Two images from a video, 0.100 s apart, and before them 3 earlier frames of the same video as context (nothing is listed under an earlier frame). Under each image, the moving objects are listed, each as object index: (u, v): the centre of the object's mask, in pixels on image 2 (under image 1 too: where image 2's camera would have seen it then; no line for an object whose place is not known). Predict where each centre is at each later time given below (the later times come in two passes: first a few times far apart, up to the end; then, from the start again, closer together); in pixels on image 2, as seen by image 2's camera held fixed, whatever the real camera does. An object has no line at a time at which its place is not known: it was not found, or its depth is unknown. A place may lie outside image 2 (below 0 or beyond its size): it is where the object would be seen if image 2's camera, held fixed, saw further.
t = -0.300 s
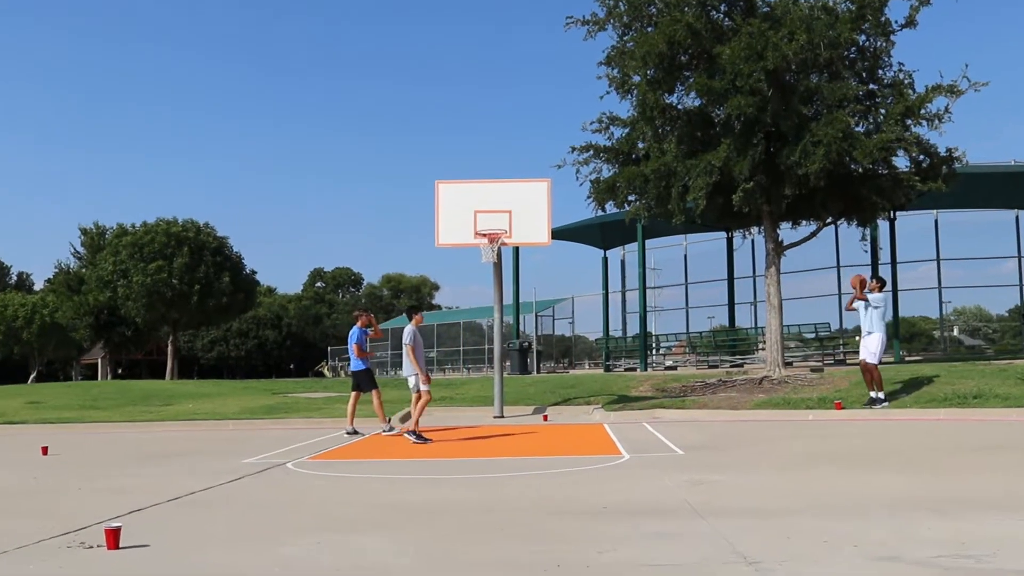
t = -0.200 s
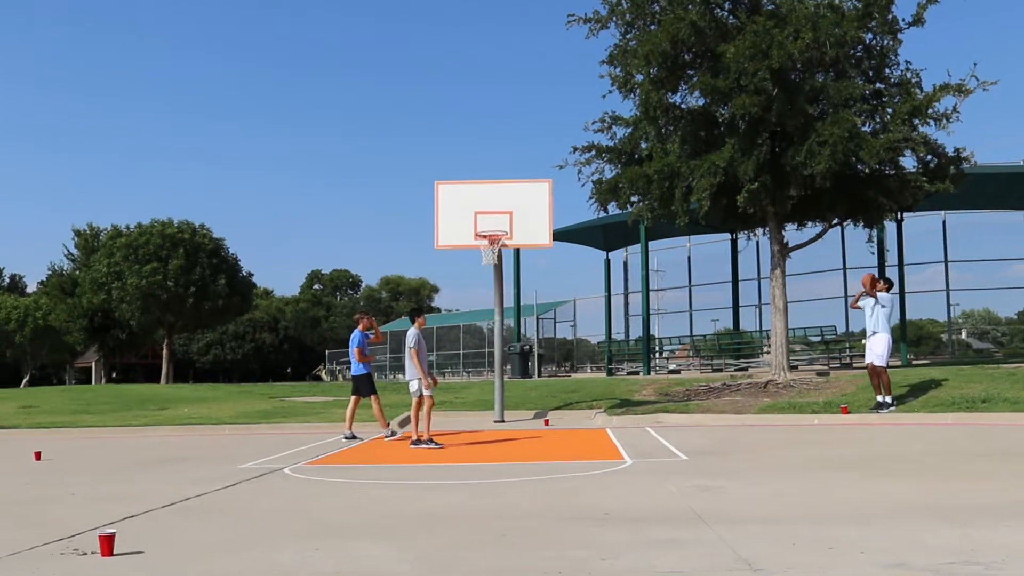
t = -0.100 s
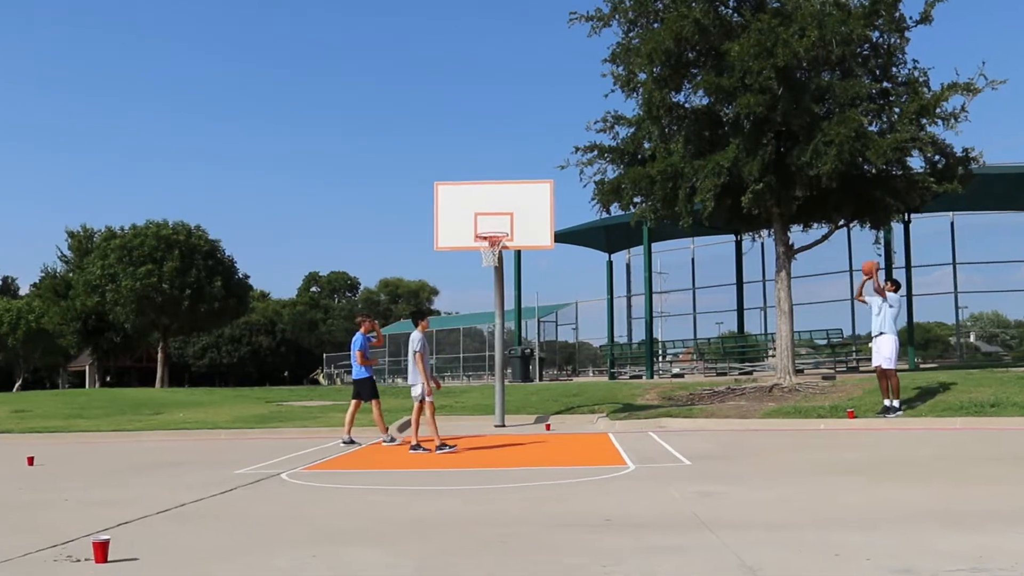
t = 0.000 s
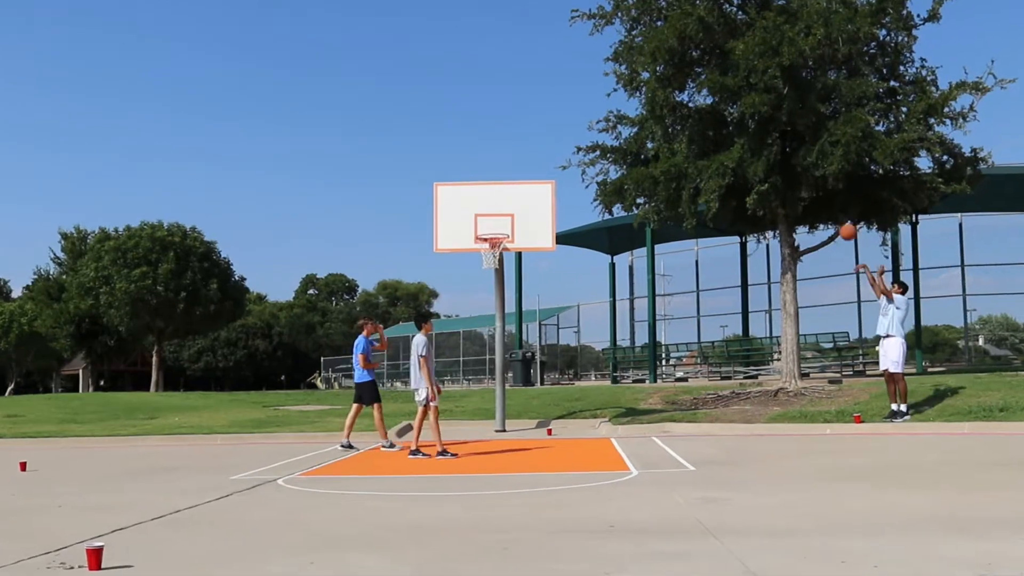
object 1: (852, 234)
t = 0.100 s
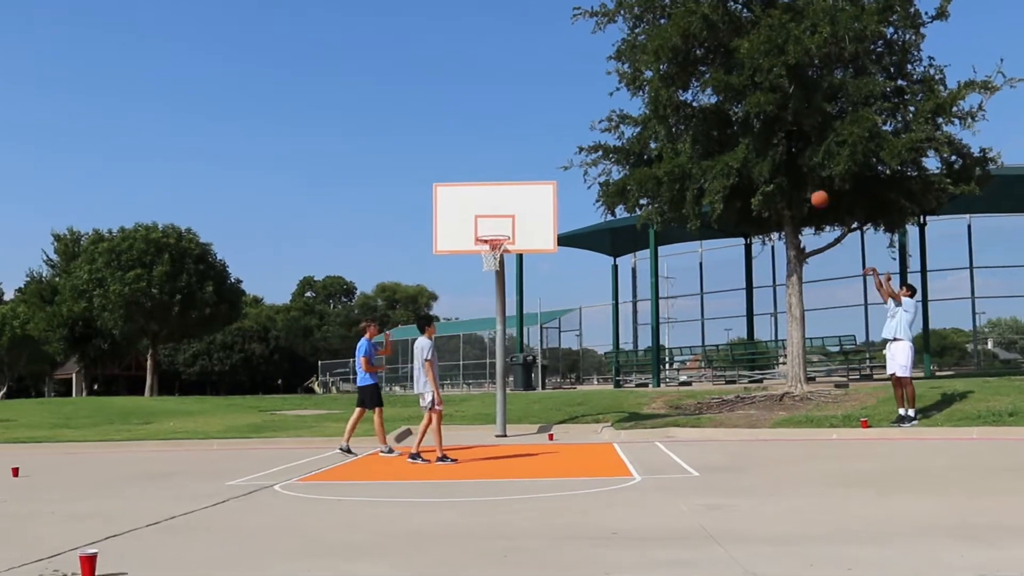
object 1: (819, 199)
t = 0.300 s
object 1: (755, 149)
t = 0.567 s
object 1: (670, 123)
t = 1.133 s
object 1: (487, 238)
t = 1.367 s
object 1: (467, 285)
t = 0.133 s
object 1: (809, 189)
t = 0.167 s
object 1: (798, 179)
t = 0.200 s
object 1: (787, 170)
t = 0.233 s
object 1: (776, 163)
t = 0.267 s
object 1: (766, 155)
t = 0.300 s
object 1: (755, 149)
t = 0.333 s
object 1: (745, 143)
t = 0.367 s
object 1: (734, 138)
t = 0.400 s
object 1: (723, 133)
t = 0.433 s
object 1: (712, 130)
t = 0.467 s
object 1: (702, 127)
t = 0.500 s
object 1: (691, 125)
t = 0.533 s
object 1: (681, 124)
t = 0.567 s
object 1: (670, 123)
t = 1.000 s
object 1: (530, 188)
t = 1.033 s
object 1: (519, 199)
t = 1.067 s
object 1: (508, 211)
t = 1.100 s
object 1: (497, 223)
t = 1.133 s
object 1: (487, 238)
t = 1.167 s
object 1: (476, 248)
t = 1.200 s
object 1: (476, 254)
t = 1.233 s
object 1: (474, 259)
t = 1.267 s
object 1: (472, 264)
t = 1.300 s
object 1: (470, 270)
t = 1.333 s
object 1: (469, 277)
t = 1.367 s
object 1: (467, 285)
